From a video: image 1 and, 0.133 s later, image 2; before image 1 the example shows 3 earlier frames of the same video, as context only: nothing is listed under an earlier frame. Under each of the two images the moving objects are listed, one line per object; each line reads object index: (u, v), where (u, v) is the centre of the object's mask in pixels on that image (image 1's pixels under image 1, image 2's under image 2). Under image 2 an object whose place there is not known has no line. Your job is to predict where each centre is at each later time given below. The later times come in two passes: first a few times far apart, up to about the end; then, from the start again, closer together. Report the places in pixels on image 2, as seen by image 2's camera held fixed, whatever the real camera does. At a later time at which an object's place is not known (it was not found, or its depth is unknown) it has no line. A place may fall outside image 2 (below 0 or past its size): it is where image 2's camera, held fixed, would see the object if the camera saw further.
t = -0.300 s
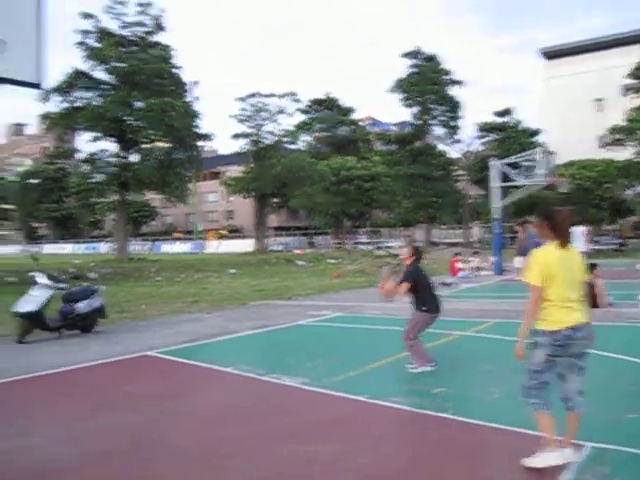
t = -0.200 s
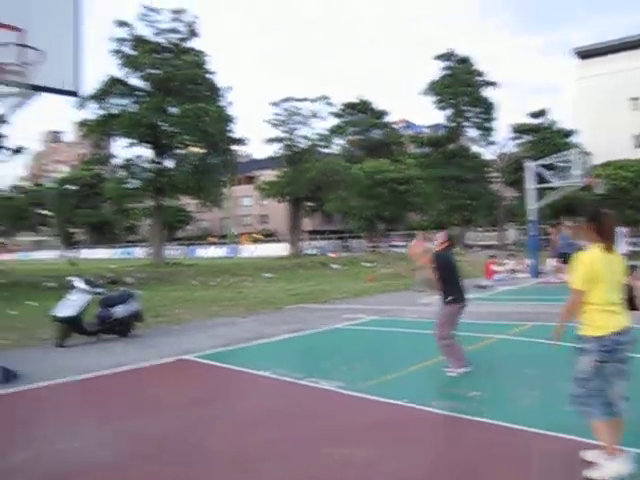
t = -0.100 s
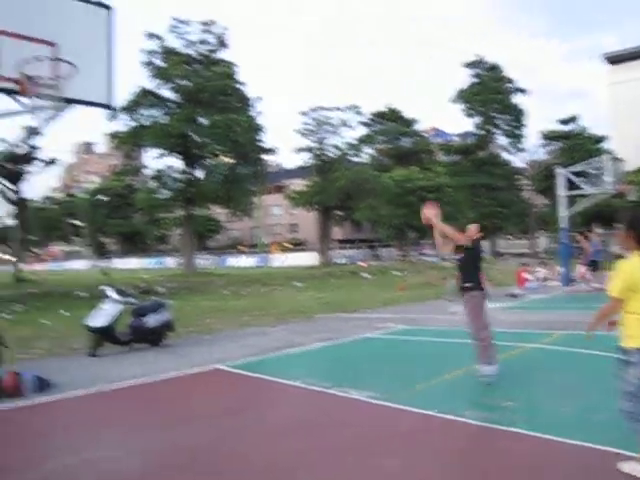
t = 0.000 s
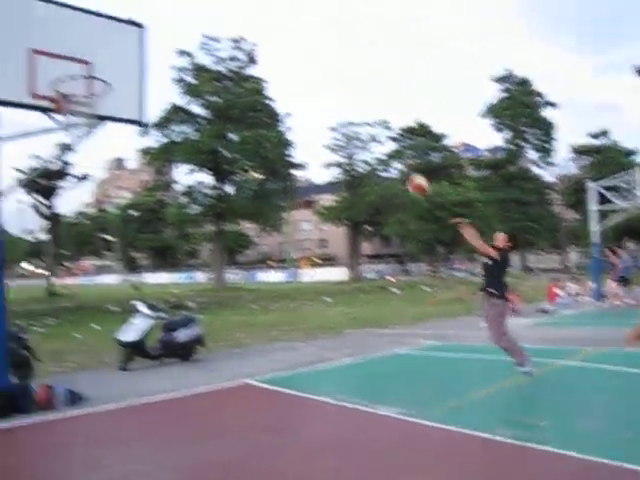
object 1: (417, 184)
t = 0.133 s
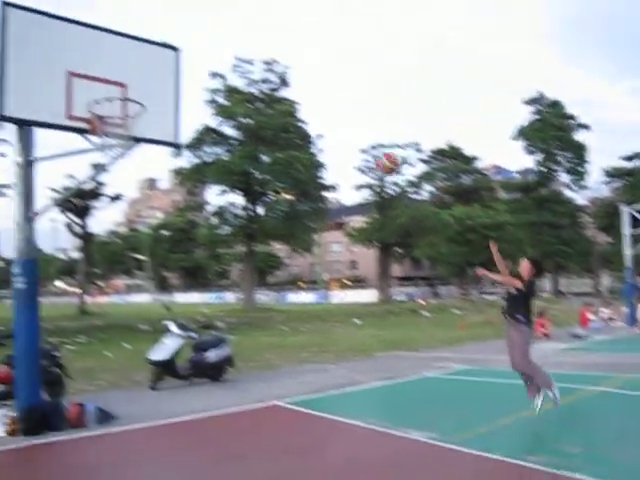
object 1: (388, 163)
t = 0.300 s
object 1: (311, 130)
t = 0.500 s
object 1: (210, 120)
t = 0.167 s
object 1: (373, 154)
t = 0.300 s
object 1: (311, 130)
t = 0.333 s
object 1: (294, 124)
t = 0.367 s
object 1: (279, 121)
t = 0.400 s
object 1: (262, 120)
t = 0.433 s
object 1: (244, 119)
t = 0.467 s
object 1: (228, 118)
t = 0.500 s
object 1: (210, 120)
